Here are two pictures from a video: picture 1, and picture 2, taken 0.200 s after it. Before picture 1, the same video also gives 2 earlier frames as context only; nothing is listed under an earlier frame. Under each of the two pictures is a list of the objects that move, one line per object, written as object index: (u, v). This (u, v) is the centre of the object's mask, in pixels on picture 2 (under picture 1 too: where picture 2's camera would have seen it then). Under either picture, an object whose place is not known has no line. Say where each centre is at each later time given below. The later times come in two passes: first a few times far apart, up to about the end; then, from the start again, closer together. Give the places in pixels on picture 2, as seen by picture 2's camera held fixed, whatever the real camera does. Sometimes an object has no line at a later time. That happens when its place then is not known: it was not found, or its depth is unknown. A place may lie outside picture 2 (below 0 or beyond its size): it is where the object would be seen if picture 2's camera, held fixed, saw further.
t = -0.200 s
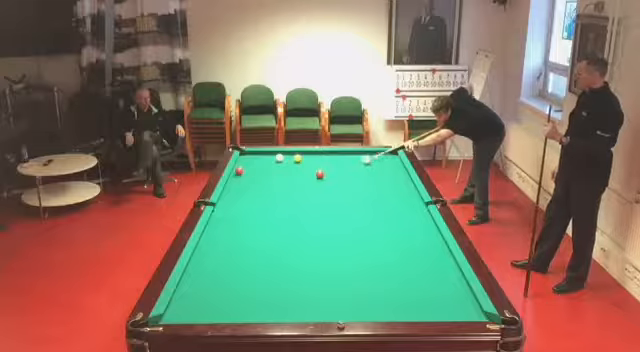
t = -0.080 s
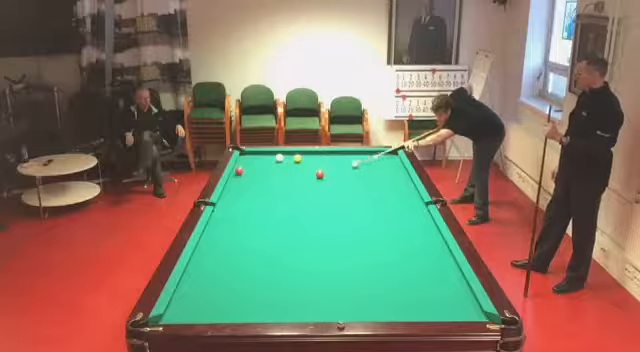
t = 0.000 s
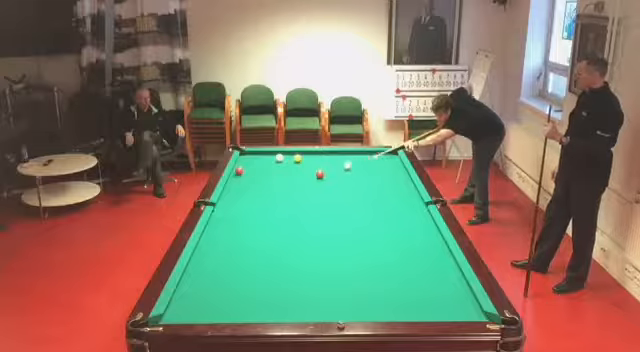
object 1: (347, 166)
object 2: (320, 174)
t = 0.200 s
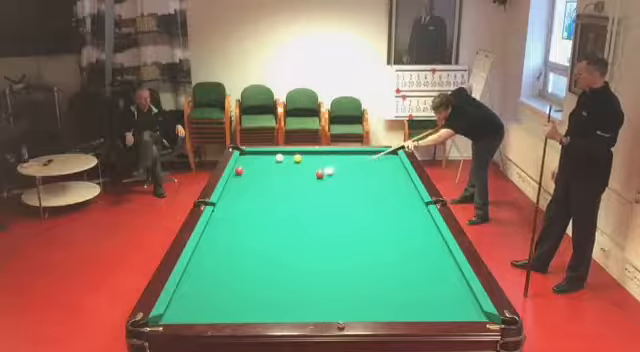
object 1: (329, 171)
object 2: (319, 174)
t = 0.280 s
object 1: (324, 172)
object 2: (316, 175)
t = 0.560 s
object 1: (319, 174)
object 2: (298, 182)
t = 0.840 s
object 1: (312, 175)
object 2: (280, 187)
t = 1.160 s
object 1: (306, 177)
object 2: (259, 195)
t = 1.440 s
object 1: (302, 178)
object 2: (240, 200)
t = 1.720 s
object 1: (296, 180)
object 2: (220, 207)
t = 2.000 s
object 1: (292, 181)
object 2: (225, 206)
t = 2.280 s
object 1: (288, 181)
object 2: (234, 204)
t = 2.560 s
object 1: (285, 182)
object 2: (243, 201)
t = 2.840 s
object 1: (284, 182)
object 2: (250, 199)
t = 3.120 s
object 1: (280, 183)
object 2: (256, 198)
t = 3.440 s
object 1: (278, 183)
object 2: (263, 196)
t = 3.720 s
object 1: (278, 183)
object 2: (269, 196)
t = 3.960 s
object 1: (278, 184)
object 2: (272, 195)
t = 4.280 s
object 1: (278, 183)
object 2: (276, 193)
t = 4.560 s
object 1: (278, 183)
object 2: (280, 193)
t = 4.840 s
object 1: (277, 183)
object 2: (283, 192)
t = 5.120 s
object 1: (277, 184)
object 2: (285, 191)
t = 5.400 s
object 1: (277, 184)
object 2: (286, 191)
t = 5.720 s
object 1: (277, 184)
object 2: (287, 191)
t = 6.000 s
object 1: (277, 184)
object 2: (287, 191)
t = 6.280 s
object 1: (277, 184)
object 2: (287, 191)
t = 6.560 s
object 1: (278, 184)
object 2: (287, 190)
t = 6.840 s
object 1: (278, 184)
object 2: (287, 191)
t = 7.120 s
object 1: (278, 184)
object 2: (287, 191)
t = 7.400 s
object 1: (277, 184)
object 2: (287, 190)
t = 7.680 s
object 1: (277, 184)
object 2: (287, 191)
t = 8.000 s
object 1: (277, 184)
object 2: (287, 191)
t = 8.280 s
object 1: (277, 183)
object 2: (287, 191)
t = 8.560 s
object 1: (277, 184)
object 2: (287, 191)
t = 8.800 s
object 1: (277, 183)
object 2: (287, 191)
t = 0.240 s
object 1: (327, 172)
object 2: (319, 174)
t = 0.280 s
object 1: (324, 172)
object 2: (316, 175)
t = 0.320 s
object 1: (324, 173)
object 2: (313, 177)
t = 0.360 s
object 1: (324, 173)
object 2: (310, 178)
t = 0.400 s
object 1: (323, 173)
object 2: (308, 178)
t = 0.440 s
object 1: (323, 173)
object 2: (306, 179)
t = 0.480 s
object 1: (321, 174)
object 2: (303, 180)
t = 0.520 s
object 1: (320, 174)
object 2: (300, 181)
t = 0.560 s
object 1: (319, 174)
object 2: (298, 182)
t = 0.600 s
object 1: (319, 174)
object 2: (296, 183)
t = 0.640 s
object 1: (318, 174)
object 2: (293, 183)
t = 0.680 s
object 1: (317, 174)
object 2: (290, 184)
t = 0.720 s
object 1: (315, 174)
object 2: (288, 185)
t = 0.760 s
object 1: (314, 175)
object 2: (285, 186)
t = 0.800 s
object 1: (313, 175)
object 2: (282, 187)
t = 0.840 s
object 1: (312, 175)
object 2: (280, 187)
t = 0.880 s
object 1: (312, 175)
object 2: (277, 188)
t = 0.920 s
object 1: (311, 175)
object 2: (275, 189)
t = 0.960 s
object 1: (310, 176)
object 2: (272, 190)
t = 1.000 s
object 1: (310, 176)
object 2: (270, 191)
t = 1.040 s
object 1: (309, 176)
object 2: (267, 192)
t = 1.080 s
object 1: (307, 177)
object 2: (265, 193)
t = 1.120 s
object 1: (307, 177)
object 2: (263, 194)
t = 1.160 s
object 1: (306, 177)
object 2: (259, 195)
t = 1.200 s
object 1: (306, 177)
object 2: (256, 195)
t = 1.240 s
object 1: (304, 178)
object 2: (254, 196)
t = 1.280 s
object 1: (304, 178)
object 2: (251, 197)
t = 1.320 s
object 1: (303, 178)
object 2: (248, 198)
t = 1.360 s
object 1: (302, 178)
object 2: (245, 198)
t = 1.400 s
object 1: (302, 178)
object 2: (243, 199)
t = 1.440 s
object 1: (302, 178)
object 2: (240, 200)
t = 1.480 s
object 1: (301, 178)
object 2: (237, 201)
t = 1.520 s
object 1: (300, 178)
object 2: (234, 202)
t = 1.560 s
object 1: (299, 179)
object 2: (232, 203)
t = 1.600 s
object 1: (299, 180)
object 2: (229, 204)
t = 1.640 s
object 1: (296, 180)
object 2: (226, 205)
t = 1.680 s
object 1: (296, 180)
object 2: (223, 205)
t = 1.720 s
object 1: (296, 180)
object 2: (220, 207)
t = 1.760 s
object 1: (295, 180)
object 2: (218, 207)
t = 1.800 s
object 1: (294, 180)
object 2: (218, 207)
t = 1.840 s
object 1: (294, 180)
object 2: (219, 207)
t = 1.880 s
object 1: (293, 181)
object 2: (222, 206)
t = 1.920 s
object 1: (293, 180)
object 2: (223, 206)
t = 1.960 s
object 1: (292, 181)
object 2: (225, 206)
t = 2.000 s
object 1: (292, 181)
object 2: (225, 206)
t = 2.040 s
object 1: (291, 181)
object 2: (227, 206)
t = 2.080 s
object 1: (291, 181)
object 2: (228, 205)
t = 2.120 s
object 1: (291, 181)
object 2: (229, 205)
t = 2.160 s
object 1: (288, 182)
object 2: (230, 204)
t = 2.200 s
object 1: (288, 181)
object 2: (232, 204)
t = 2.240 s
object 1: (288, 181)
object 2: (233, 204)
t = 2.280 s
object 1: (288, 181)
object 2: (234, 204)
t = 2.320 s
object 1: (286, 182)
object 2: (235, 204)
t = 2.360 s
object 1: (286, 182)
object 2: (237, 203)
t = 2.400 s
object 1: (286, 182)
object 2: (238, 202)
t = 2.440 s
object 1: (286, 182)
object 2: (239, 202)
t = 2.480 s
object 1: (286, 182)
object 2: (240, 202)
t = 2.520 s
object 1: (285, 182)
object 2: (241, 202)
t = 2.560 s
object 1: (285, 182)
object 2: (243, 201)
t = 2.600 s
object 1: (285, 182)
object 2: (244, 201)
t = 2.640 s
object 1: (284, 182)
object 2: (245, 201)
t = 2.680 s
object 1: (284, 182)
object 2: (246, 201)
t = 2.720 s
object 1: (284, 182)
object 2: (247, 200)
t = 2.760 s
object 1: (284, 182)
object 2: (248, 200)
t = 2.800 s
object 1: (284, 182)
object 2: (249, 200)
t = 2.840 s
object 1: (284, 182)
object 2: (250, 199)
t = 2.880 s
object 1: (282, 183)
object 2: (251, 199)
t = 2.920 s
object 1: (282, 183)
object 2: (252, 199)
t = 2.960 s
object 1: (282, 183)
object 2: (253, 199)
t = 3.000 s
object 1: (282, 183)
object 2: (253, 199)
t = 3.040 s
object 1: (282, 183)
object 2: (254, 198)
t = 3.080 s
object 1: (281, 183)
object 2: (255, 198)
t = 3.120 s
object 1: (280, 183)
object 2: (256, 198)
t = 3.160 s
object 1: (280, 183)
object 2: (258, 197)
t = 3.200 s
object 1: (279, 183)
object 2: (259, 197)
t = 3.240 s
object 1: (280, 183)
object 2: (259, 197)
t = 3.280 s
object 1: (279, 183)
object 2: (260, 197)
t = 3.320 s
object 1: (280, 183)
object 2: (261, 197)
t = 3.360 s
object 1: (279, 183)
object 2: (262, 196)
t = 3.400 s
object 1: (279, 183)
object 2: (263, 197)
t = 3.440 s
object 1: (278, 183)
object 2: (263, 196)
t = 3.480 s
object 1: (278, 183)
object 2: (264, 196)
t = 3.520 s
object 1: (278, 183)
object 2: (265, 196)
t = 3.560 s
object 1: (278, 183)
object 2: (266, 196)
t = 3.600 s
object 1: (278, 183)
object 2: (266, 196)
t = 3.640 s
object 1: (278, 183)
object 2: (267, 196)
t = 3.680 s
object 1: (278, 183)
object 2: (268, 196)
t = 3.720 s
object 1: (278, 183)
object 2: (269, 196)
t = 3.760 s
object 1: (278, 183)
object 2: (269, 196)
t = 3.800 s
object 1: (278, 183)
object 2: (270, 195)
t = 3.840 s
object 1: (278, 183)
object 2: (270, 195)
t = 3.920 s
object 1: (278, 183)
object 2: (271, 195)
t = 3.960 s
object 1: (278, 184)
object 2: (272, 195)
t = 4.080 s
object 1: (278, 184)
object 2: (274, 194)
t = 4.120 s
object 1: (278, 184)
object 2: (274, 194)
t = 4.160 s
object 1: (278, 184)
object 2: (275, 194)
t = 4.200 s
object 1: (278, 183)
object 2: (275, 194)
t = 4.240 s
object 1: (278, 183)
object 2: (276, 194)
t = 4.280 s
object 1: (278, 183)
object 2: (276, 193)
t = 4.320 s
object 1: (278, 183)
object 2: (277, 193)
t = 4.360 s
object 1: (278, 183)
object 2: (278, 193)
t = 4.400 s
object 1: (278, 183)
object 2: (278, 193)
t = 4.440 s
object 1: (278, 183)
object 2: (278, 193)
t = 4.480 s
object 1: (278, 183)
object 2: (279, 193)
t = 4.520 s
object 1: (278, 183)
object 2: (279, 193)
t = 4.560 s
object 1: (278, 183)
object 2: (280, 193)
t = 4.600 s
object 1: (277, 183)
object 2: (281, 192)
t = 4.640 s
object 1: (277, 183)
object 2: (281, 192)
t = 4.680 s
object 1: (277, 183)
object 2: (281, 192)
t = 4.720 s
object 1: (277, 183)
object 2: (282, 192)
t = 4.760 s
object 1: (277, 183)
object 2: (282, 192)
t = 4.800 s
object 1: (277, 183)
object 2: (282, 192)
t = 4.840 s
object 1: (277, 183)
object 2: (283, 192)
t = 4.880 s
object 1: (277, 183)
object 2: (283, 192)
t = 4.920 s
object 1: (277, 183)
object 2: (284, 192)
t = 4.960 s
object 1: (277, 183)
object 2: (284, 192)
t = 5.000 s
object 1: (277, 183)
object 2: (284, 192)
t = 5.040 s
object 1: (277, 184)
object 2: (284, 192)
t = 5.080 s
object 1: (277, 184)
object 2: (285, 191)
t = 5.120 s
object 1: (277, 184)
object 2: (285, 191)
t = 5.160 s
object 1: (277, 184)
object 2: (285, 191)
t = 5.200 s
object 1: (277, 184)
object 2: (285, 191)
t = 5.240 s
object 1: (277, 184)
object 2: (286, 191)
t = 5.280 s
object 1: (277, 184)
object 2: (286, 191)
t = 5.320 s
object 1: (277, 184)
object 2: (286, 191)
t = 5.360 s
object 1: (277, 184)
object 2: (286, 191)
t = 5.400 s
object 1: (277, 184)
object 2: (286, 191)
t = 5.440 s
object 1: (277, 184)
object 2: (286, 191)
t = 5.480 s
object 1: (277, 184)
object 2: (287, 191)
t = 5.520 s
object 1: (277, 184)
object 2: (287, 191)
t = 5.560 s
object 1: (277, 184)
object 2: (287, 191)
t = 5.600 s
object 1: (277, 184)
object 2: (287, 191)
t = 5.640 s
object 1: (277, 184)
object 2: (287, 191)
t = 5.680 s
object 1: (277, 184)
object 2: (287, 191)
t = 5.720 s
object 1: (277, 184)
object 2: (287, 191)
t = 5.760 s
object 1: (277, 184)
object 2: (287, 191)
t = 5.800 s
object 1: (277, 184)
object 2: (287, 191)
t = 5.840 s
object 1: (277, 184)
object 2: (287, 191)
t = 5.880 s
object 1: (277, 184)
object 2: (287, 191)
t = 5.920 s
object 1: (277, 184)
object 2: (287, 191)
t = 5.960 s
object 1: (277, 184)
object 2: (287, 191)
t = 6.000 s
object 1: (277, 184)
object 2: (287, 191)
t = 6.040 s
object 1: (277, 184)
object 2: (287, 191)
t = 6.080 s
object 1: (277, 184)
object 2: (287, 191)
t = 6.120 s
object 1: (277, 184)
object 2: (287, 191)
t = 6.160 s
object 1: (277, 184)
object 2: (287, 191)
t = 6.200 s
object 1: (277, 184)
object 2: (287, 191)
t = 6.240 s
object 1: (277, 184)
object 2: (287, 191)
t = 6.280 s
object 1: (277, 184)
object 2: (287, 191)
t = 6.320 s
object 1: (277, 184)
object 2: (287, 191)
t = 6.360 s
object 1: (277, 184)
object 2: (287, 191)
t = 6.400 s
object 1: (277, 184)
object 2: (287, 191)
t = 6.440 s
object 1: (277, 184)
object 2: (287, 191)
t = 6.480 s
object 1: (277, 184)
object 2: (287, 190)
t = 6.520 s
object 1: (278, 184)
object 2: (287, 191)
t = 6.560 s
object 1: (278, 184)
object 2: (287, 190)
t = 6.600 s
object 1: (278, 184)
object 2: (287, 190)
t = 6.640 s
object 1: (278, 184)
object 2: (287, 191)
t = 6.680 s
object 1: (278, 184)
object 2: (287, 190)
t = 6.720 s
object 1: (278, 184)
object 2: (287, 190)
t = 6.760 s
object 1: (278, 184)
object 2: (287, 190)
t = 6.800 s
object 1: (278, 184)
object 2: (287, 191)
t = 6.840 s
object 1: (278, 184)
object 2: (287, 191)
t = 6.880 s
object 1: (277, 184)
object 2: (287, 191)
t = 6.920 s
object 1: (278, 184)
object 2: (287, 191)
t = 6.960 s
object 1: (278, 184)
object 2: (287, 191)
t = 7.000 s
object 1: (278, 184)
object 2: (287, 191)
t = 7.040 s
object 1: (278, 184)
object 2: (287, 191)
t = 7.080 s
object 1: (278, 184)
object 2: (287, 191)
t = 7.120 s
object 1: (278, 184)
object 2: (287, 191)
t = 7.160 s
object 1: (277, 184)
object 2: (287, 191)
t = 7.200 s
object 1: (277, 184)
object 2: (287, 191)
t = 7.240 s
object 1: (277, 184)
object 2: (287, 190)
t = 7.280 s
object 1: (277, 184)
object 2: (287, 190)
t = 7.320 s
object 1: (277, 184)
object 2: (287, 190)
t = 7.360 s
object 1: (277, 184)
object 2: (287, 190)
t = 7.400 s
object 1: (277, 184)
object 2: (287, 190)
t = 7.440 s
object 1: (277, 184)
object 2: (287, 190)
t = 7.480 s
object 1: (277, 184)
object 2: (287, 190)
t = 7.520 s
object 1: (277, 184)
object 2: (287, 191)
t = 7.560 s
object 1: (277, 184)
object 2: (287, 190)
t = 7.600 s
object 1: (277, 184)
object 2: (287, 191)
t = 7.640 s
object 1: (277, 184)
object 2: (287, 190)
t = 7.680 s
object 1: (277, 184)
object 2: (287, 191)
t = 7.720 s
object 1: (277, 184)
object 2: (287, 190)
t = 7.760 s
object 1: (277, 184)
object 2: (287, 191)
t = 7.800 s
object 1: (277, 184)
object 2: (287, 191)
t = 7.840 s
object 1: (277, 184)
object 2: (287, 191)
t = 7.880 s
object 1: (277, 184)
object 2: (287, 191)
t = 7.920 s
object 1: (277, 184)
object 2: (287, 191)
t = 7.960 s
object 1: (277, 184)
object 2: (287, 191)
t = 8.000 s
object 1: (277, 184)
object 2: (287, 191)
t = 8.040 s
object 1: (277, 184)
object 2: (287, 191)
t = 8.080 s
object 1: (277, 183)
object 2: (287, 191)
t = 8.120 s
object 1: (277, 184)
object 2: (287, 191)
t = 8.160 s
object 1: (277, 184)
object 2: (287, 191)
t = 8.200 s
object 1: (277, 184)
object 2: (287, 191)
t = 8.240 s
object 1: (277, 184)
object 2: (287, 191)
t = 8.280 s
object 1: (277, 183)
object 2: (287, 191)
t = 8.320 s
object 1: (277, 183)
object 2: (287, 191)
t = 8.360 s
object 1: (277, 184)
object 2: (287, 191)
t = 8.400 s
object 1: (277, 184)
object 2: (287, 191)
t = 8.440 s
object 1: (277, 183)
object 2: (287, 191)
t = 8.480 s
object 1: (277, 184)
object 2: (287, 191)
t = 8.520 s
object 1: (277, 184)
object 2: (287, 191)
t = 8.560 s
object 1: (277, 184)
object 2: (287, 191)
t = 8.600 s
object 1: (277, 184)
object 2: (287, 191)
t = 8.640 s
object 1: (277, 183)
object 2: (287, 191)
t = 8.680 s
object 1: (277, 183)
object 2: (287, 191)
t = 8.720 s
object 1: (277, 184)
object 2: (287, 191)
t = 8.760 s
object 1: (277, 184)
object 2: (287, 191)
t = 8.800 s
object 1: (277, 183)
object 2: (287, 191)
